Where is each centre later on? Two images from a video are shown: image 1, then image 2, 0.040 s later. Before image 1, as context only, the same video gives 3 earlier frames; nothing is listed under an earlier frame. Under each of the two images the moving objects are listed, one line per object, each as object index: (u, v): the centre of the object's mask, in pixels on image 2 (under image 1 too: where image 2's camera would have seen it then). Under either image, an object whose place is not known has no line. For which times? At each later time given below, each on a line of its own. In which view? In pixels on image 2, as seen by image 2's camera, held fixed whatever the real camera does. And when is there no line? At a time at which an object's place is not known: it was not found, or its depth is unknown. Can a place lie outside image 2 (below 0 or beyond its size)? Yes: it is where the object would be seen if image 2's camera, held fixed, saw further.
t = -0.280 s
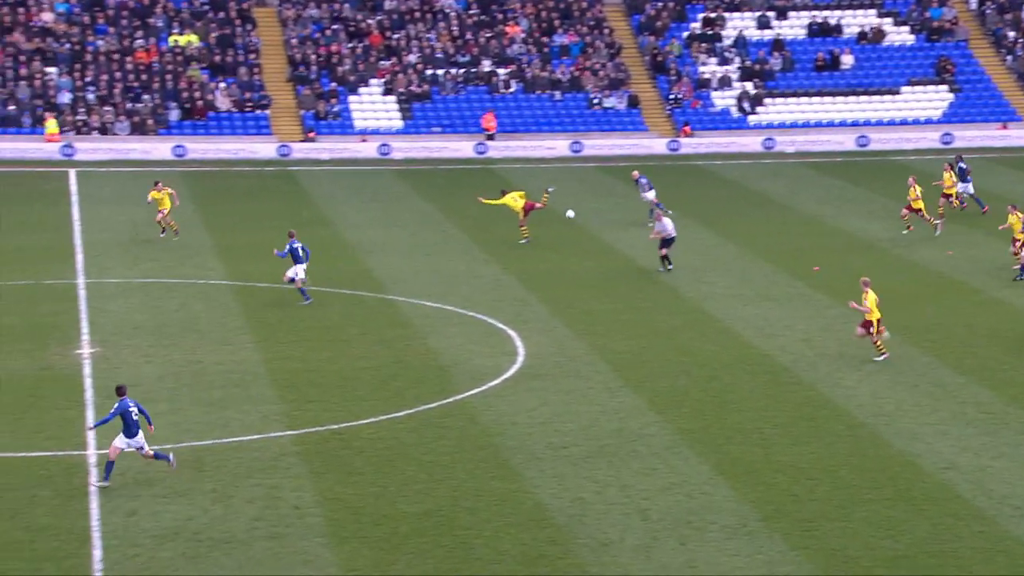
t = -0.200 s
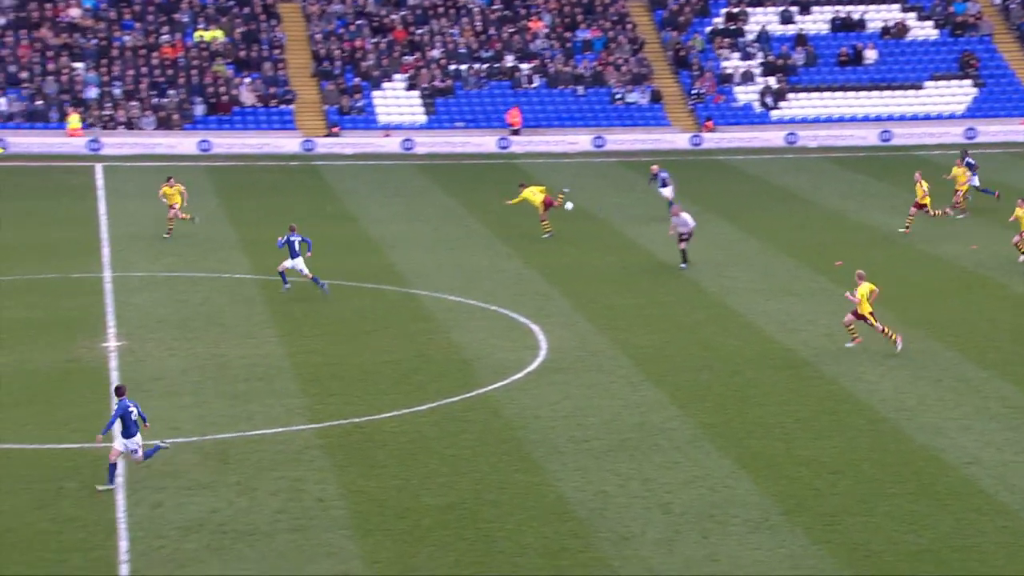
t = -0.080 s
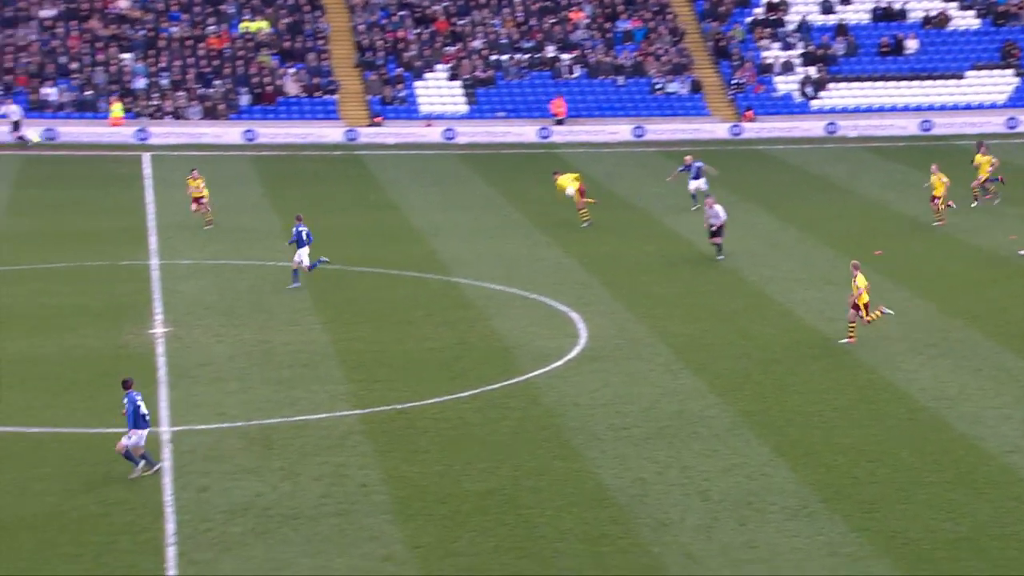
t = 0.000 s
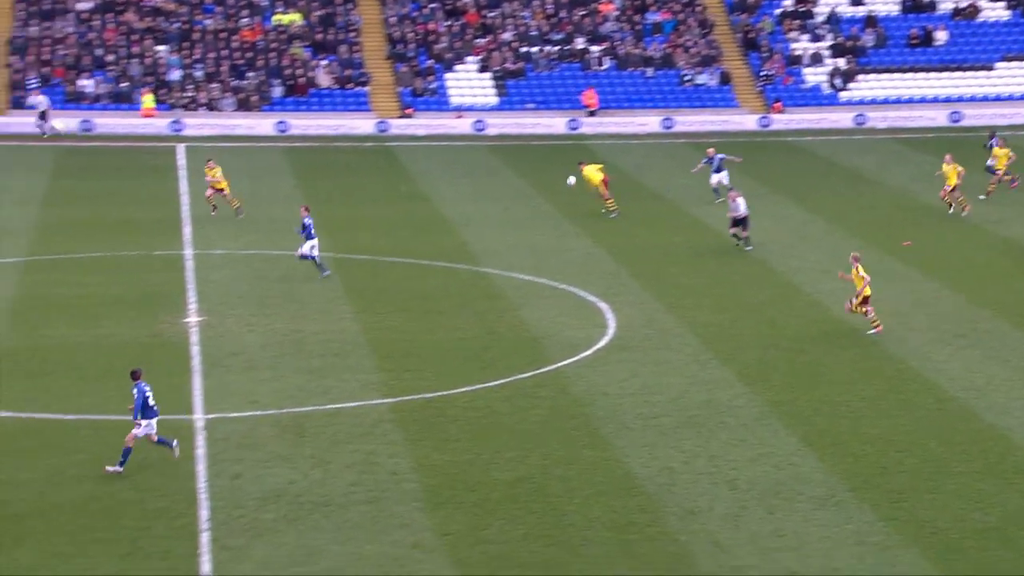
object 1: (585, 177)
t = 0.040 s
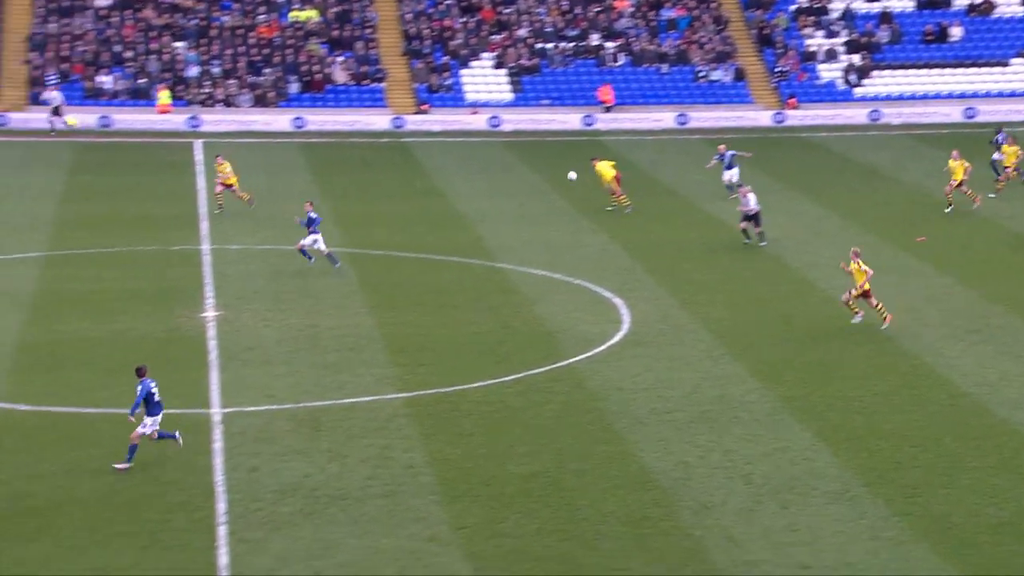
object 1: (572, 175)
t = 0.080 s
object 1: (559, 174)
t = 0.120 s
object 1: (545, 173)
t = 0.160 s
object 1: (530, 172)
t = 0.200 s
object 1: (516, 173)
